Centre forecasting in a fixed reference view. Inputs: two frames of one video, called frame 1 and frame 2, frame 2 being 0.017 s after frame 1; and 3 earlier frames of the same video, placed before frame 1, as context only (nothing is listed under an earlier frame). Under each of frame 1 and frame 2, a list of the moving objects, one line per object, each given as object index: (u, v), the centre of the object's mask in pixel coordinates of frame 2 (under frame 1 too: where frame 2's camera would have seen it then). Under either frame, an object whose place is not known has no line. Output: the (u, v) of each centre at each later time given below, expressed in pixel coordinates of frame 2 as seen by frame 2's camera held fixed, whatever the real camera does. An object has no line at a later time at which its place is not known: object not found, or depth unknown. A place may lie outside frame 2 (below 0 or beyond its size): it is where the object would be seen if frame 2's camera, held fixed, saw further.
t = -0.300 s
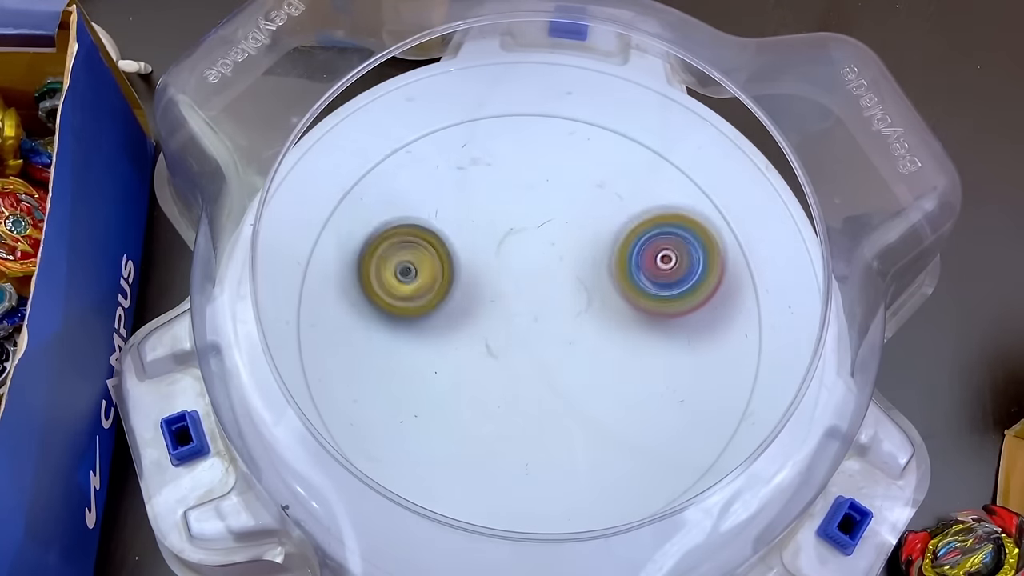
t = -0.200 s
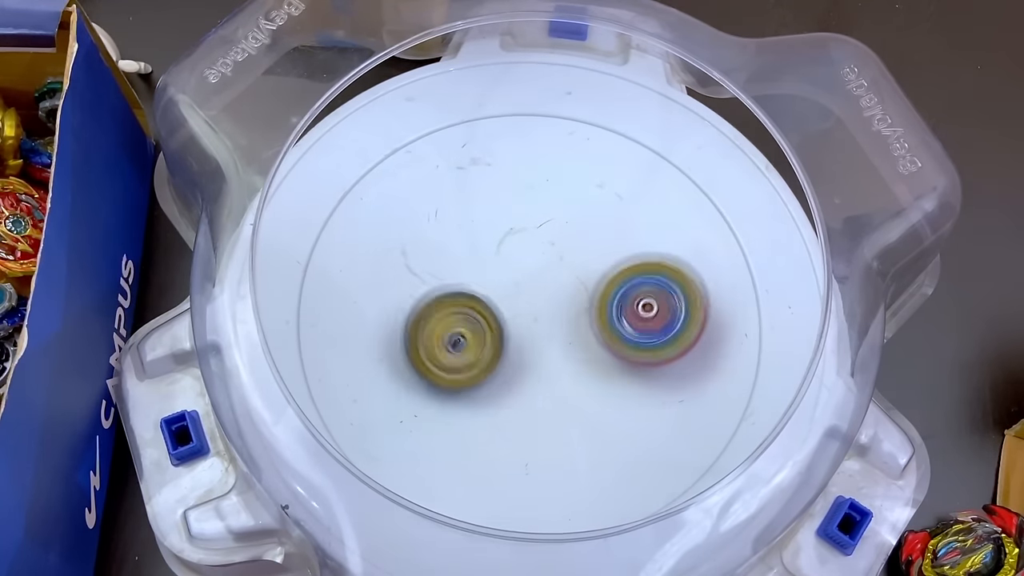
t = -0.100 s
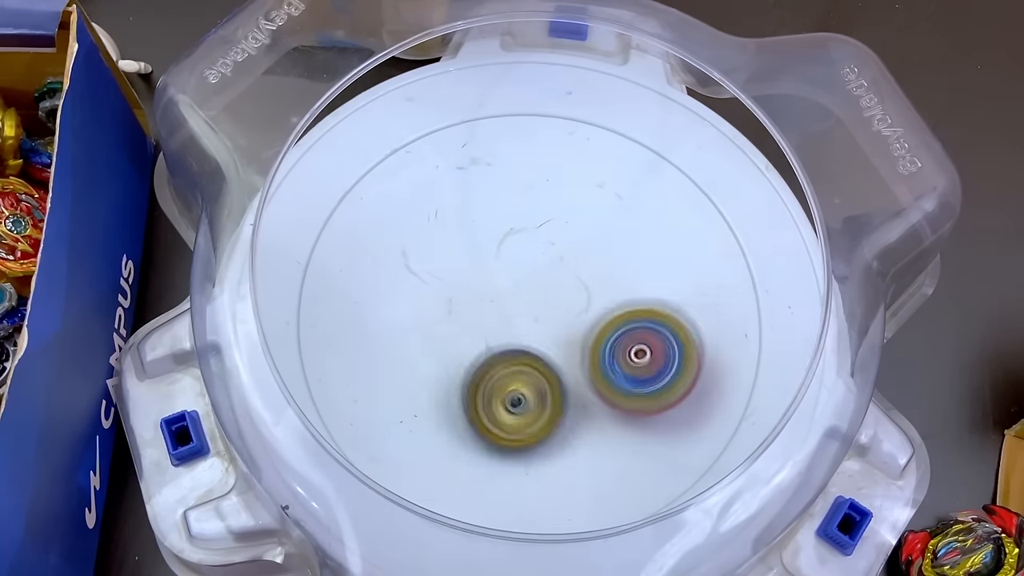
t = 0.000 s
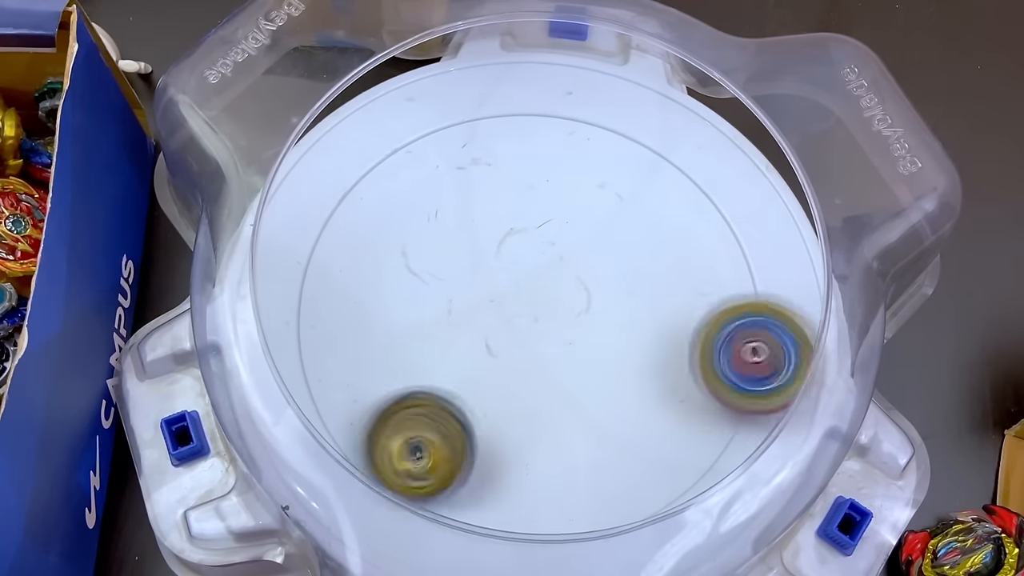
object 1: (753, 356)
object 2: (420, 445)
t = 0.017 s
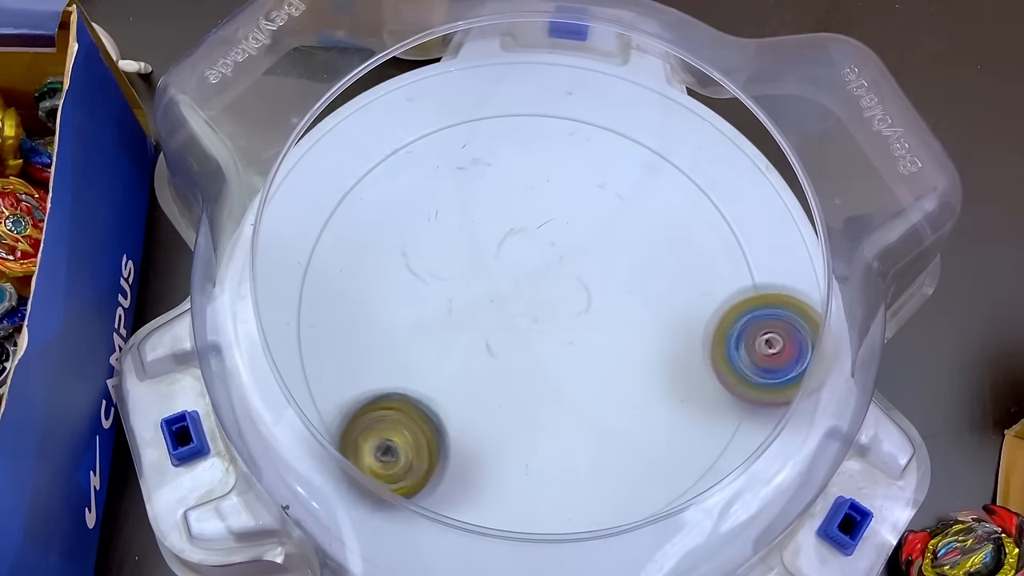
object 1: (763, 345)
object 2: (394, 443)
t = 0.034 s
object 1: (771, 338)
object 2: (374, 437)
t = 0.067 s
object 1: (801, 330)
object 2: (337, 426)
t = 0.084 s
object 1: (784, 323)
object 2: (325, 417)
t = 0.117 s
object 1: (779, 312)
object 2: (318, 389)
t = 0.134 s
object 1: (775, 307)
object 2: (317, 377)
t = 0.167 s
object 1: (765, 301)
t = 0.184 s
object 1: (756, 298)
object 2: (319, 332)
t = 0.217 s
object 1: (732, 291)
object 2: (333, 292)
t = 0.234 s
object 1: (721, 288)
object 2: (340, 278)
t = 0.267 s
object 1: (696, 283)
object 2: (371, 239)
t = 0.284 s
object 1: (684, 282)
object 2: (384, 224)
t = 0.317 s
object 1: (656, 280)
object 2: (418, 188)
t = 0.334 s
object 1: (643, 280)
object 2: (434, 171)
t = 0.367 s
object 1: (614, 284)
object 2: (467, 137)
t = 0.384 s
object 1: (601, 287)
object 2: (483, 124)
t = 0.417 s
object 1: (575, 296)
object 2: (516, 100)
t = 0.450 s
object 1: (551, 305)
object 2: (549, 85)
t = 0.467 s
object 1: (539, 310)
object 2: (564, 82)
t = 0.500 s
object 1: (520, 322)
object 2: (593, 78)
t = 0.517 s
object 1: (510, 329)
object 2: (605, 76)
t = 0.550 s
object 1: (493, 343)
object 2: (625, 82)
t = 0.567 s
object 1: (485, 351)
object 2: (632, 88)
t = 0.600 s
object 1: (472, 365)
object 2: (645, 103)
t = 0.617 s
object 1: (467, 373)
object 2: (648, 110)
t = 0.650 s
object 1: (459, 388)
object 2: (654, 126)
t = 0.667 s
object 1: (457, 396)
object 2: (655, 135)
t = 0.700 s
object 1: (455, 410)
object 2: (653, 154)
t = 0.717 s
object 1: (455, 417)
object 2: (650, 164)
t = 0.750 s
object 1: (458, 429)
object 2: (642, 183)
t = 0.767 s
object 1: (460, 433)
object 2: (637, 191)
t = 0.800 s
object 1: (464, 441)
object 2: (624, 212)
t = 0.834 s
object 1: (467, 449)
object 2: (610, 230)
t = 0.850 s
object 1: (470, 452)
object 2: (602, 240)
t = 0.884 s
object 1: (475, 457)
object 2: (585, 256)
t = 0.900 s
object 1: (479, 459)
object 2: (575, 264)
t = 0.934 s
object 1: (486, 459)
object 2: (556, 278)
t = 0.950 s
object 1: (492, 457)
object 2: (546, 284)
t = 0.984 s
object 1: (501, 448)
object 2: (529, 296)
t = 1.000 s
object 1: (506, 442)
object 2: (519, 303)
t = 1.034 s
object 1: (511, 429)
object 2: (503, 313)
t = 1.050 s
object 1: (512, 420)
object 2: (493, 316)
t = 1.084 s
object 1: (510, 419)
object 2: (480, 309)
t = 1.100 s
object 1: (509, 422)
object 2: (474, 298)
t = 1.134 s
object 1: (508, 423)
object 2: (462, 285)
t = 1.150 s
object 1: (508, 423)
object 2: (457, 279)
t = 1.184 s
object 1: (508, 417)
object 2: (449, 265)
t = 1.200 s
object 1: (508, 414)
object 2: (445, 258)
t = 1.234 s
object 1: (507, 404)
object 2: (441, 250)
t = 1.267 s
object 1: (503, 392)
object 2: (440, 243)
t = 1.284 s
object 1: (500, 387)
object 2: (441, 241)
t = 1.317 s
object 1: (492, 375)
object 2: (445, 241)
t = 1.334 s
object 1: (487, 369)
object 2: (448, 244)
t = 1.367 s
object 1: (475, 362)
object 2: (453, 250)
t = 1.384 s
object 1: (469, 359)
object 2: (454, 254)
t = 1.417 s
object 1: (456, 363)
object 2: (463, 250)
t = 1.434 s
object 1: (450, 363)
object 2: (468, 247)
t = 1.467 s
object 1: (440, 364)
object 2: (477, 246)
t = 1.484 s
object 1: (435, 364)
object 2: (481, 248)
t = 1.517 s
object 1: (426, 365)
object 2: (491, 253)
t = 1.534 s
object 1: (423, 366)
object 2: (495, 255)
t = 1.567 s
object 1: (418, 369)
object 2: (504, 262)
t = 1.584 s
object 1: (418, 371)
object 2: (509, 264)
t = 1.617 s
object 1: (419, 375)
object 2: (517, 271)
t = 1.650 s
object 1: (424, 378)
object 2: (524, 277)
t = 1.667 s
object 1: (429, 378)
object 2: (527, 281)
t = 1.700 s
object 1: (440, 375)
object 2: (534, 287)
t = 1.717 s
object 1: (446, 372)
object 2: (536, 291)
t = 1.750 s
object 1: (456, 363)
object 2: (542, 297)
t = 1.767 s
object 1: (455, 359)
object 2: (549, 296)
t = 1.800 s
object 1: (438, 354)
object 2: (582, 292)
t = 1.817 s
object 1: (431, 353)
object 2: (598, 290)
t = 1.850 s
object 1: (421, 352)
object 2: (624, 288)
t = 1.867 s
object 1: (414, 352)
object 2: (635, 288)
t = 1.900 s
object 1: (407, 353)
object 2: (653, 290)
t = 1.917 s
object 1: (404, 353)
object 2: (659, 291)
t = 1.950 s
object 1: (399, 356)
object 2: (668, 294)
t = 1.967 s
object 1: (399, 358)
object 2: (673, 296)
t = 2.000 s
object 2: (678, 301)
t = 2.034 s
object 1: (407, 364)
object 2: (682, 306)
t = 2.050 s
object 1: (412, 364)
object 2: (684, 310)
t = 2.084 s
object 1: (423, 361)
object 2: (686, 314)
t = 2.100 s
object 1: (429, 361)
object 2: (685, 316)
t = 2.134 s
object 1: (439, 353)
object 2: (683, 321)
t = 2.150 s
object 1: (445, 347)
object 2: (681, 322)
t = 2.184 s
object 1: (455, 335)
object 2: (677, 325)
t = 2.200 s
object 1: (459, 329)
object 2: (676, 326)
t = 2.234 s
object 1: (468, 315)
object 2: (670, 327)
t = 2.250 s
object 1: (472, 308)
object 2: (666, 329)
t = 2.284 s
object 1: (479, 293)
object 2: (660, 329)
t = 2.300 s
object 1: (481, 286)
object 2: (656, 328)
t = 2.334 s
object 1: (485, 272)
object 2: (649, 327)
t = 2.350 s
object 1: (487, 266)
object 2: (646, 326)
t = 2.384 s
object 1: (489, 252)
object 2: (640, 323)
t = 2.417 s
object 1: (489, 239)
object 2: (633, 321)
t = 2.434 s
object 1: (489, 234)
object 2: (631, 320)
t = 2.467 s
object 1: (490, 223)
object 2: (626, 316)
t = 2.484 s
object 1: (489, 219)
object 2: (624, 315)
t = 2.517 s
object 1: (489, 208)
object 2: (619, 312)
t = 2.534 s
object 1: (489, 204)
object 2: (618, 309)
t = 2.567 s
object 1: (486, 197)
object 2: (611, 306)
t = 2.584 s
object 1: (484, 195)
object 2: (609, 305)
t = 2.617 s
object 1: (481, 190)
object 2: (602, 300)
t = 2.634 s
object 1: (480, 188)
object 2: (597, 298)
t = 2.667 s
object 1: (477, 187)
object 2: (589, 294)
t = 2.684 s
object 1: (474, 188)
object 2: (586, 290)
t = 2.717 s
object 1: (471, 192)
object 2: (577, 284)
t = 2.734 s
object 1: (472, 196)
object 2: (573, 283)
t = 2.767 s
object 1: (473, 206)
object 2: (566, 276)
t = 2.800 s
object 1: (473, 213)
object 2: (561, 273)
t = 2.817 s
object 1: (466, 213)
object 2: (566, 275)
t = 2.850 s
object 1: (454, 216)
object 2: (574, 279)
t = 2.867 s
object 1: (448, 219)
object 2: (577, 280)
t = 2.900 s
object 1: (440, 228)
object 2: (578, 284)
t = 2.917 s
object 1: (439, 233)
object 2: (577, 287)
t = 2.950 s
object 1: (437, 244)
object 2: (573, 290)
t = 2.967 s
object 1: (436, 251)
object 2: (569, 290)
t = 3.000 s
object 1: (438, 264)
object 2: (563, 292)
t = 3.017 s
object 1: (441, 271)
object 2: (559, 294)
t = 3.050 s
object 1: (444, 279)
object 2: (558, 297)
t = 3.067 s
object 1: (443, 281)
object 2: (561, 300)
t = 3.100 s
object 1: (443, 291)
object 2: (563, 305)
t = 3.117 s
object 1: (444, 296)
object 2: (564, 307)
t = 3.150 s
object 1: (448, 305)
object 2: (565, 311)
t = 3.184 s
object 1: (446, 312)
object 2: (573, 315)
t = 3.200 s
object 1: (445, 316)
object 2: (576, 319)
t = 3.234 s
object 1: (448, 326)
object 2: (578, 324)
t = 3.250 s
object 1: (451, 328)
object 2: (579, 324)
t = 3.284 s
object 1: (459, 335)
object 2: (578, 330)
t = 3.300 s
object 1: (457, 336)
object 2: (584, 333)
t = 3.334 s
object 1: (442, 338)
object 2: (611, 337)
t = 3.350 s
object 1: (435, 338)
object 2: (622, 338)
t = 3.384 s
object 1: (426, 341)
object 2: (639, 342)
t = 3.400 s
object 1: (423, 343)
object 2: (647, 343)
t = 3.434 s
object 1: (416, 346)
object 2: (655, 348)
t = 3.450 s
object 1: (414, 349)
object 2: (657, 351)
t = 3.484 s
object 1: (411, 354)
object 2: (661, 356)
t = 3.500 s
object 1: (412, 357)
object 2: (662, 356)
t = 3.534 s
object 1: (414, 363)
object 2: (663, 359)
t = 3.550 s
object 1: (416, 365)
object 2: (663, 361)
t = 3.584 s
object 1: (426, 368)
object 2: (662, 362)
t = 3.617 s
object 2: (660, 363)
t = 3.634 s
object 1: (443, 363)
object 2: (658, 363)
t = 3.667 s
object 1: (454, 358)
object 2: (655, 363)
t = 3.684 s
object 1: (460, 355)
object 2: (654, 362)
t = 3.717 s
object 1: (469, 345)
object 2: (650, 361)
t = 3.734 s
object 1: (473, 343)
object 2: (647, 360)
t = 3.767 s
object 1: (483, 333)
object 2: (644, 358)
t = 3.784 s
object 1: (486, 327)
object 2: (642, 356)
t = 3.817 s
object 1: (493, 316)
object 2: (638, 353)
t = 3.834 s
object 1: (497, 311)
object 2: (635, 353)
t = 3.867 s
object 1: (504, 301)
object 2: (629, 349)
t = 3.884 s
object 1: (505, 298)
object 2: (626, 346)
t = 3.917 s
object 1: (511, 287)
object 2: (620, 341)
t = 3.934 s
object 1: (514, 280)
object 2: (616, 341)
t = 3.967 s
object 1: (514, 267)
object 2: (615, 336)
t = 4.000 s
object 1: (511, 255)
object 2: (612, 333)
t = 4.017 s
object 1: (510, 250)
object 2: (610, 329)
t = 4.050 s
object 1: (508, 239)
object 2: (605, 325)
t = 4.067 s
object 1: (507, 237)
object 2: (601, 324)
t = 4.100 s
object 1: (506, 228)
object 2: (594, 320)
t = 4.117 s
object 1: (504, 224)
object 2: (591, 317)
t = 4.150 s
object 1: (503, 214)
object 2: (583, 312)
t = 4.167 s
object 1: (500, 212)
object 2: (579, 310)
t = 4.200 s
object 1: (497, 206)
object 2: (571, 305)
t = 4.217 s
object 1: (494, 204)
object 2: (568, 302)
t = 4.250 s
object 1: (490, 200)
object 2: (560, 297)
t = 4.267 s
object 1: (487, 198)
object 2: (557, 296)
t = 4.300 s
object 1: (482, 198)
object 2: (548, 292)
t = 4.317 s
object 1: (478, 200)
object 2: (545, 288)
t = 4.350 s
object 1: (471, 202)
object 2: (542, 288)
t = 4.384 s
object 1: (458, 198)
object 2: (549, 296)
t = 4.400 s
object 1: (451, 199)
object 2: (552, 301)
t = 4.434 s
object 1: (442, 200)
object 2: (555, 306)
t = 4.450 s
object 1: (436, 201)
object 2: (557, 306)
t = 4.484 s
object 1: (429, 205)
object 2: (557, 310)
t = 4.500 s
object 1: (426, 210)
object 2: (555, 312)
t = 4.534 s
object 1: (423, 218)
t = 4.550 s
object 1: (421, 226)
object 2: (551, 315)
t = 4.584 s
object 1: (422, 235)
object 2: (546, 318)
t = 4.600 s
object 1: (424, 243)
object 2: (544, 319)
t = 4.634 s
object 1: (429, 253)
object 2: (539, 322)
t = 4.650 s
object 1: (432, 260)
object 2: (537, 323)
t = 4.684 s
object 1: (431, 262)
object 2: (545, 329)
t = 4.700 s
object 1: (419, 257)
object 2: (560, 339)
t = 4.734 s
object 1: (405, 251)
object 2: (586, 357)
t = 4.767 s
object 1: (396, 250)
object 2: (610, 373)
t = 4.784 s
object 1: (392, 253)
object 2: (617, 380)
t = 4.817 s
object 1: (388, 256)
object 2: (633, 391)
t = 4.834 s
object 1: (386, 258)
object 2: (640, 397)
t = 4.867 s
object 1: (383, 265)
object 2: (645, 405)
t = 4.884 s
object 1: (383, 268)
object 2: (646, 407)
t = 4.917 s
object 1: (386, 278)
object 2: (648, 413)
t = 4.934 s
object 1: (389, 282)
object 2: (648, 416)
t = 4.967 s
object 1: (399, 290)
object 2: (647, 419)
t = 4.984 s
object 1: (403, 294)
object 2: (647, 420)
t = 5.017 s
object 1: (415, 298)
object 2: (645, 422)
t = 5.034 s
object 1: (421, 299)
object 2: (643, 421)
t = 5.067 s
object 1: (434, 303)
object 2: (640, 421)
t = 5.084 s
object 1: (440, 303)
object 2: (638, 420)
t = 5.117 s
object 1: (455, 303)
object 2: (634, 417)
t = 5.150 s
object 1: (467, 303)
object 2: (630, 412)
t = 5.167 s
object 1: (475, 305)
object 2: (628, 409)
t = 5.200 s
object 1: (487, 302)
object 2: (624, 406)
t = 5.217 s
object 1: (493, 302)
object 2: (622, 400)
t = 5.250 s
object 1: (506, 300)
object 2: (619, 396)
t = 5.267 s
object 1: (511, 301)
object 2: (617, 394)
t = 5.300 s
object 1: (524, 298)
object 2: (614, 388)
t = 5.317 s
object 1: (530, 297)
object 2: (614, 385)
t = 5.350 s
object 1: (537, 288)
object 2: (613, 384)
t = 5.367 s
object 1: (538, 282)
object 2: (616, 385)
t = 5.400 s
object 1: (539, 274)
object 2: (615, 386)
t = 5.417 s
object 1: (539, 271)
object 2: (612, 385)
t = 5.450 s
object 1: (542, 265)
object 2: (607, 381)
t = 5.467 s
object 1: (544, 263)
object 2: (606, 378)
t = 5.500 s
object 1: (550, 257)
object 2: (600, 373)
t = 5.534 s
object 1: (556, 252)
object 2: (594, 366)
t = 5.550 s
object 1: (559, 249)
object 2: (591, 362)
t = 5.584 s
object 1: (564, 246)
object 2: (585, 356)
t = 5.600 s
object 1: (566, 243)
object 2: (580, 352)
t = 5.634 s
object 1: (572, 236)
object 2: (574, 346)
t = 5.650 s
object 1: (574, 235)
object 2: (570, 343)
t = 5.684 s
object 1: (575, 230)
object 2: (562, 337)
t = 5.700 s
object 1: (575, 226)
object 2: (559, 334)
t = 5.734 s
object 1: (576, 219)
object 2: (551, 328)
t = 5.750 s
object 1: (575, 218)
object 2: (547, 325)
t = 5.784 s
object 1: (571, 217)
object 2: (540, 319)
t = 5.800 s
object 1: (572, 210)
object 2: (536, 323)
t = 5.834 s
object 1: (573, 194)
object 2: (519, 336)
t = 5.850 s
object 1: (572, 189)
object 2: (512, 345)
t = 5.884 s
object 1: (569, 183)
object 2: (493, 361)
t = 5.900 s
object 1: (566, 181)
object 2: (485, 366)
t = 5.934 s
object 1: (562, 174)
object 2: (468, 376)
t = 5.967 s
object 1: (557, 170)
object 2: (453, 380)
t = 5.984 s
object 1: (553, 171)
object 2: (448, 380)
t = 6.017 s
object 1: (545, 171)
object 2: (438, 382)
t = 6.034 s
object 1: (540, 173)
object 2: (434, 381)
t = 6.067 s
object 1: (533, 177)
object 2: (426, 381)
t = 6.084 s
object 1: (530, 181)
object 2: (424, 382)
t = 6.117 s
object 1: (525, 191)
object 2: (419, 381)
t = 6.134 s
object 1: (523, 195)
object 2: (419, 381)
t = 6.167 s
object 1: (519, 205)
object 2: (417, 380)
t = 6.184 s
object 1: (518, 210)
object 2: (417, 378)
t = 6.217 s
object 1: (517, 220)
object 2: (418, 378)
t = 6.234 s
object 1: (516, 226)
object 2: (418, 378)
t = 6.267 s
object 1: (514, 238)
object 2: (422, 377)
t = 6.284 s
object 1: (514, 243)
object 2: (424, 378)
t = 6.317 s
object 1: (512, 254)
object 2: (428, 375)
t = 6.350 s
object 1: (511, 265)
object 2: (434, 374)
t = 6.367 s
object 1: (511, 270)
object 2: (438, 374)
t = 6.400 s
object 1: (510, 281)
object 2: (442, 372)
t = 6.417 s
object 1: (511, 284)
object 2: (446, 376)
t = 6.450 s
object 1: (519, 278)
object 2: (444, 392)
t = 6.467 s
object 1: (523, 275)
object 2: (444, 398)
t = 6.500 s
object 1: (528, 272)
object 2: (446, 408)
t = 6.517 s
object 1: (530, 273)
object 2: (448, 410)
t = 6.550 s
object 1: (534, 276)
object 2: (453, 412)
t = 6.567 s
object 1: (535, 279)
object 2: (454, 412)
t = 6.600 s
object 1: (539, 282)
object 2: (459, 412)
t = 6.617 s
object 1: (541, 283)
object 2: (463, 413)
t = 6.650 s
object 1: (546, 288)
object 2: (469, 412)
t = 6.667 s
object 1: (549, 289)
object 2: (472, 411)
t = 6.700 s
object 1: (554, 292)
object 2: (477, 409)
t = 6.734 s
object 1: (559, 294)
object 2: (485, 406)
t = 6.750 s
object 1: (561, 296)
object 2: (489, 404)
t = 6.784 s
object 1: (565, 297)
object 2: (495, 399)
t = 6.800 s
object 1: (567, 298)
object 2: (498, 396)
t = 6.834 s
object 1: (570, 299)
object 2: (503, 391)
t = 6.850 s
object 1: (572, 299)
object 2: (507, 388)
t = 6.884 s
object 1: (580, 298)
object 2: (507, 386)
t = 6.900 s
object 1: (585, 293)
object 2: (503, 385)
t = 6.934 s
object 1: (593, 288)
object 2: (500, 384)
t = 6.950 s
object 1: (595, 285)
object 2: (498, 382)
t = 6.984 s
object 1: (599, 279)
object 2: (500, 374)
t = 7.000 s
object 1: (601, 276)
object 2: (500, 371)
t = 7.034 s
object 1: (605, 270)
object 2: (500, 364)
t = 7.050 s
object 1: (606, 267)
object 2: (500, 360)
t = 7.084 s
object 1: (608, 261)
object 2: (500, 351)
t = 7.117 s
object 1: (610, 255)
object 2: (498, 342)
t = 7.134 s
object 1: (610, 252)
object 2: (498, 339)
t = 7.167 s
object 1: (609, 246)
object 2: (496, 330)
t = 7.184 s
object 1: (607, 244)
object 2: (496, 326)
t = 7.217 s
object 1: (603, 238)
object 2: (493, 317)
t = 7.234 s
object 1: (600, 237)
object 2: (492, 314)
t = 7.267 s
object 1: (592, 235)
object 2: (489, 306)
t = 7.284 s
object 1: (589, 235)
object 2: (488, 301)
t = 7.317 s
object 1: (580, 236)
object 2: (485, 293)
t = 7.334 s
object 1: (578, 238)
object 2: (481, 290)
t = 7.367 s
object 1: (574, 241)
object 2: (473, 283)
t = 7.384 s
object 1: (574, 243)
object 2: (468, 280)
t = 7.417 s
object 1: (579, 245)
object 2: (454, 276)
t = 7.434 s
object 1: (582, 246)
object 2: (449, 275)
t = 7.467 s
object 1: (587, 246)
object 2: (442, 270)
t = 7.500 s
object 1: (591, 248)
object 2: (436, 265)
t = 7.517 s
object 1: (593, 249)
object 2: (433, 264)
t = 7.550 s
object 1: (596, 252)
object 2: (429, 260)
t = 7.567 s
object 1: (597, 253)
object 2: (427, 259)
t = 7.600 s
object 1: (599, 257)
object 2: (423, 258)
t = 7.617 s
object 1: (598, 259)
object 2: (423, 258)
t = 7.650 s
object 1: (599, 264)
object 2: (420, 258)
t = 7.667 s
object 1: (597, 267)
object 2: (420, 257)
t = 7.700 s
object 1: (597, 272)
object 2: (419, 259)
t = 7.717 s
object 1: (595, 276)
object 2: (418, 259)
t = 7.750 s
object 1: (592, 282)
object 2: (418, 261)
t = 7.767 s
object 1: (590, 285)
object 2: (417, 262)
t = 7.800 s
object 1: (587, 291)
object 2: (418, 265)
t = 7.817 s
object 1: (585, 295)
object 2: (418, 267)
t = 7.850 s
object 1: (581, 301)
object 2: (421, 269)
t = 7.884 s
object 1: (578, 307)
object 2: (424, 274)
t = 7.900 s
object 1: (576, 309)
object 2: (425, 276)
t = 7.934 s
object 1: (571, 315)
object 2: (429, 280)
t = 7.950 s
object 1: (568, 317)
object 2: (432, 283)
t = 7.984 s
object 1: (563, 323)
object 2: (436, 286)
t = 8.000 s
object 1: (559, 326)
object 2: (438, 289)
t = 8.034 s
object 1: (555, 329)
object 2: (442, 293)
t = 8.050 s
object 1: (552, 333)
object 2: (446, 295)
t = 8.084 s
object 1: (564, 345)
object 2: (436, 288)
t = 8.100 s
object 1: (569, 352)
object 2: (432, 283)
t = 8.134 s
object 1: (575, 361)
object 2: (429, 279)
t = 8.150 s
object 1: (577, 363)
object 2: (429, 277)
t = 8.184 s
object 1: (581, 365)
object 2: (433, 277)
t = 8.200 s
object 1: (582, 367)
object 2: (437, 276)
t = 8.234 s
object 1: (585, 374)
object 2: (444, 276)
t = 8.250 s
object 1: (588, 376)
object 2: (447, 276)
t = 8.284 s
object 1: (589, 380)
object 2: (454, 276)
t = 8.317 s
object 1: (589, 384)
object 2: (462, 276)
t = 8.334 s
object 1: (590, 387)
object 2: (465, 276)
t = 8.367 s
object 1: (589, 387)
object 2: (473, 275)
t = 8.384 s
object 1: (588, 388)
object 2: (476, 274)
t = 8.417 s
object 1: (584, 389)
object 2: (483, 273)
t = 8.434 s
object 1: (584, 387)
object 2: (487, 273)
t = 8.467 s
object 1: (577, 385)
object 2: (496, 272)
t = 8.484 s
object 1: (574, 383)
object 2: (500, 271)
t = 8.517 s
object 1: (570, 379)
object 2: (506, 269)
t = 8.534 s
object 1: (567, 379)
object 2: (510, 268)
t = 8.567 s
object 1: (560, 374)
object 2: (517, 266)
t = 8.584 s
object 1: (558, 372)
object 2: (521, 265)
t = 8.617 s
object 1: (554, 365)
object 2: (529, 262)
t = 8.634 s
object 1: (550, 362)
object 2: (532, 260)
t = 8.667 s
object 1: (544, 363)
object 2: (538, 255)
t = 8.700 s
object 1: (537, 370)
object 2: (545, 237)
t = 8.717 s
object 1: (533, 375)
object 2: (550, 229)
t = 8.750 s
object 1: (527, 378)
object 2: (557, 217)
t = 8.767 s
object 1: (523, 379)
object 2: (561, 213)
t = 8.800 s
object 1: (520, 379)
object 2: (566, 207)
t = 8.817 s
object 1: (519, 379)
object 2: (569, 203)
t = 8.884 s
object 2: (575, 198)
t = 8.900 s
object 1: (503, 375)
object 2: (577, 196)
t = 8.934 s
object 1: (500, 372)
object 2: (577, 196)
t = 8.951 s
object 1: (497, 369)
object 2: (578, 195)
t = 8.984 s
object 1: (496, 367)
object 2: (577, 195)
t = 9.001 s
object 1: (491, 365)
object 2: (576, 195)
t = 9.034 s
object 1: (490, 360)
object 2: (575, 197)
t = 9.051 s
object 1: (489, 357)
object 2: (573, 197)
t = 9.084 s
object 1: (487, 352)
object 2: (572, 200)
